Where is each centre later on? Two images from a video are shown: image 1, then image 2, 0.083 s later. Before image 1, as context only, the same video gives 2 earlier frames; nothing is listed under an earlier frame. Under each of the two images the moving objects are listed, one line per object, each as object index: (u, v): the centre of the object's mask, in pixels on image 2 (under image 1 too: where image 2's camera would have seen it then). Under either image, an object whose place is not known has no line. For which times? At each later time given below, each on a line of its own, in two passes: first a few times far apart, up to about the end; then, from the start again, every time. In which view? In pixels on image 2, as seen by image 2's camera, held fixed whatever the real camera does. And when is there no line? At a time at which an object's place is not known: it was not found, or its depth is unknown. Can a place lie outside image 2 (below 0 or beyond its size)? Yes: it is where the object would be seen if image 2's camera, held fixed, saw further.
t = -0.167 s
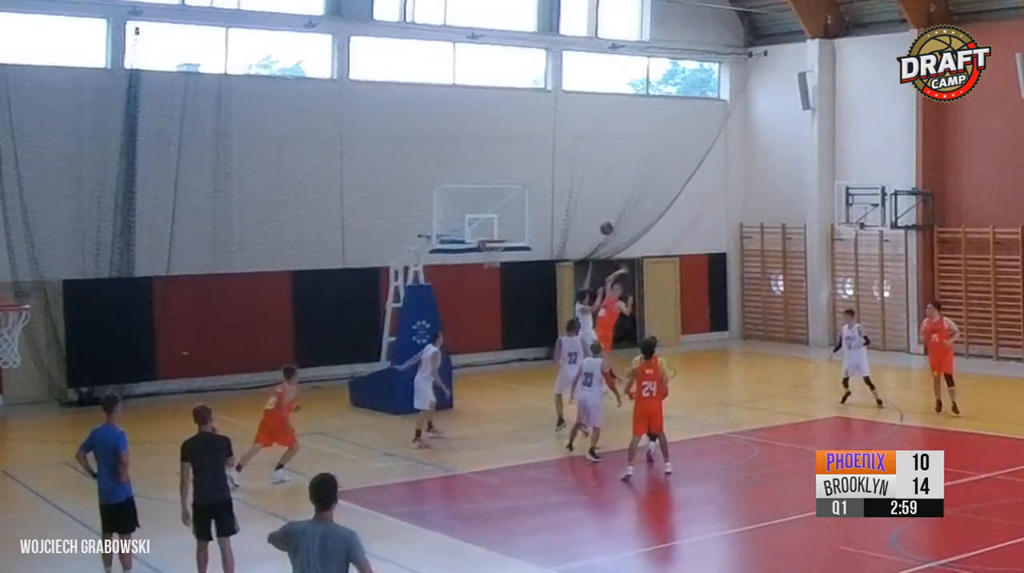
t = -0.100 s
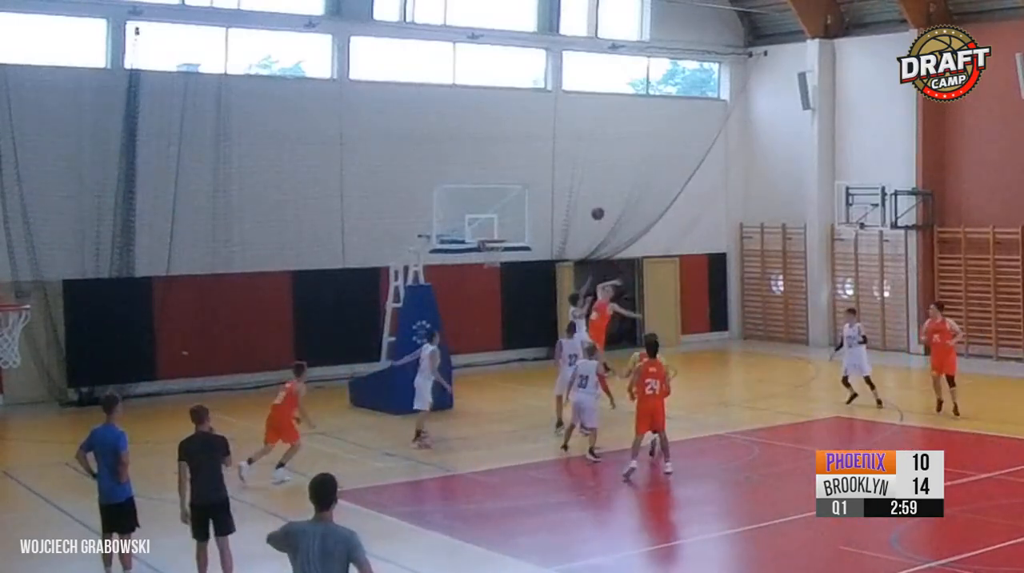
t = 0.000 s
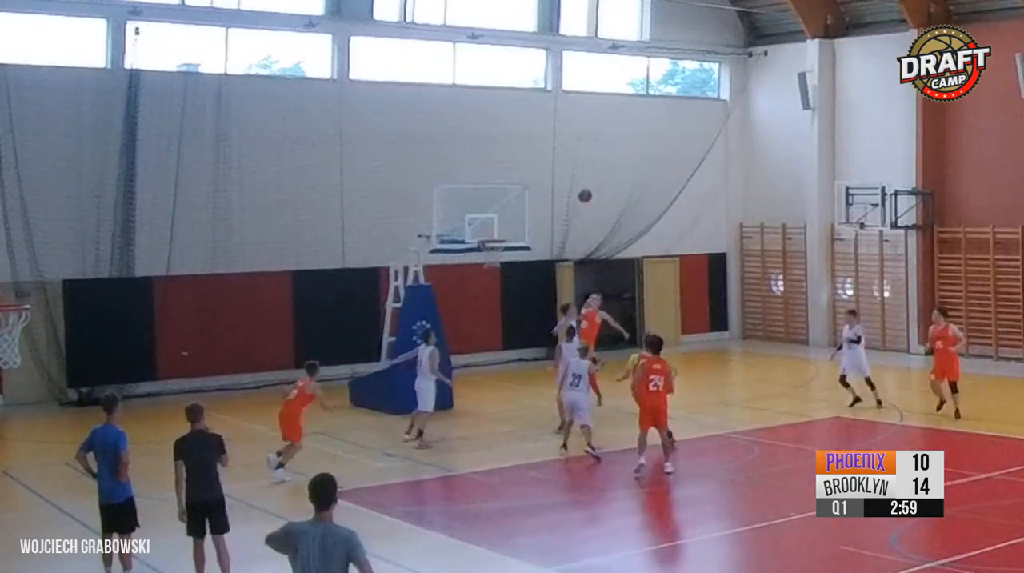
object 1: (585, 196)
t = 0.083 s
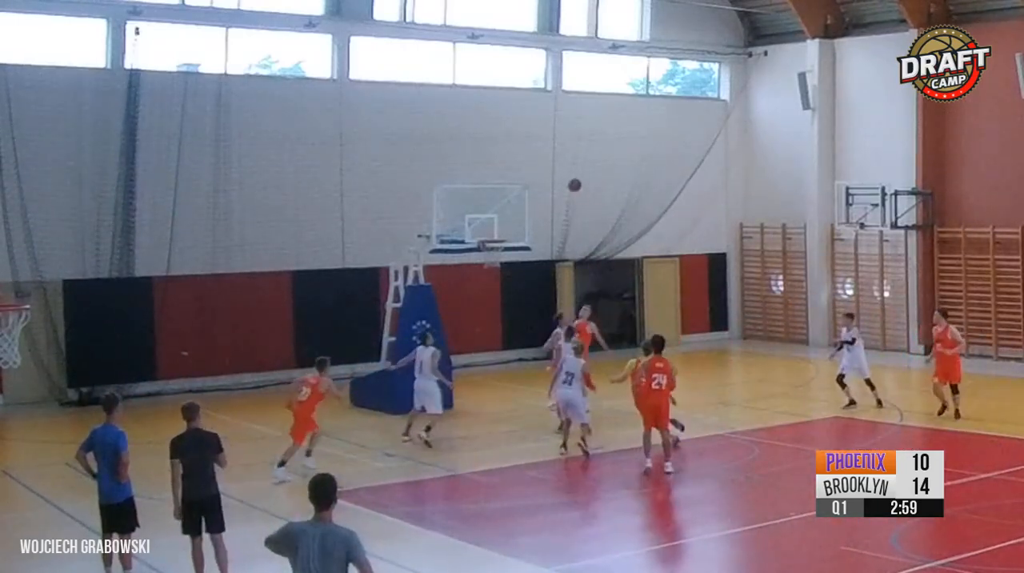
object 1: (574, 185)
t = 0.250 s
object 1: (553, 176)
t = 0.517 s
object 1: (519, 196)
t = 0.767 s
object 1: (487, 243)
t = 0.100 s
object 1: (572, 183)
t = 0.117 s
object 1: (570, 182)
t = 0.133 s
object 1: (568, 181)
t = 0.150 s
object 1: (566, 179)
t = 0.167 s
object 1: (564, 178)
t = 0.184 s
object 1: (561, 177)
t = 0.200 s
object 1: (559, 177)
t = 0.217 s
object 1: (557, 176)
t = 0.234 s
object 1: (555, 176)
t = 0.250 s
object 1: (553, 176)
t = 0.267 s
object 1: (551, 176)
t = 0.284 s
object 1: (549, 176)
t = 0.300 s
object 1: (546, 176)
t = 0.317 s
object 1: (544, 177)
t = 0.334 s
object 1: (542, 177)
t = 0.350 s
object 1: (540, 178)
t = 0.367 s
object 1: (538, 179)
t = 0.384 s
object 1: (536, 180)
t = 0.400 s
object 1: (534, 182)
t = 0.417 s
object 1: (531, 183)
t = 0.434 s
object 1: (529, 185)
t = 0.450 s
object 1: (527, 187)
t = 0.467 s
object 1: (525, 189)
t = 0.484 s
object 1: (523, 191)
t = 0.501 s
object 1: (521, 193)
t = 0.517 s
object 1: (519, 196)
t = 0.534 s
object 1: (516, 199)
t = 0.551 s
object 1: (514, 201)
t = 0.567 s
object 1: (512, 205)
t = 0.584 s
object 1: (510, 208)
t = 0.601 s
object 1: (508, 211)
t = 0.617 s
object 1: (505, 215)
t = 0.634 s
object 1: (504, 218)
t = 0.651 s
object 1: (502, 222)
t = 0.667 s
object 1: (499, 226)
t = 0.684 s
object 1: (498, 230)
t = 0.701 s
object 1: (496, 234)
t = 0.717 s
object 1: (494, 237)
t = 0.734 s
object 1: (492, 238)
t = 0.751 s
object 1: (490, 241)
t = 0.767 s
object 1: (487, 243)
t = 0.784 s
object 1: (486, 244)
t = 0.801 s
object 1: (486, 244)
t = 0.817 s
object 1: (486, 245)
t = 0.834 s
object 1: (487, 246)
